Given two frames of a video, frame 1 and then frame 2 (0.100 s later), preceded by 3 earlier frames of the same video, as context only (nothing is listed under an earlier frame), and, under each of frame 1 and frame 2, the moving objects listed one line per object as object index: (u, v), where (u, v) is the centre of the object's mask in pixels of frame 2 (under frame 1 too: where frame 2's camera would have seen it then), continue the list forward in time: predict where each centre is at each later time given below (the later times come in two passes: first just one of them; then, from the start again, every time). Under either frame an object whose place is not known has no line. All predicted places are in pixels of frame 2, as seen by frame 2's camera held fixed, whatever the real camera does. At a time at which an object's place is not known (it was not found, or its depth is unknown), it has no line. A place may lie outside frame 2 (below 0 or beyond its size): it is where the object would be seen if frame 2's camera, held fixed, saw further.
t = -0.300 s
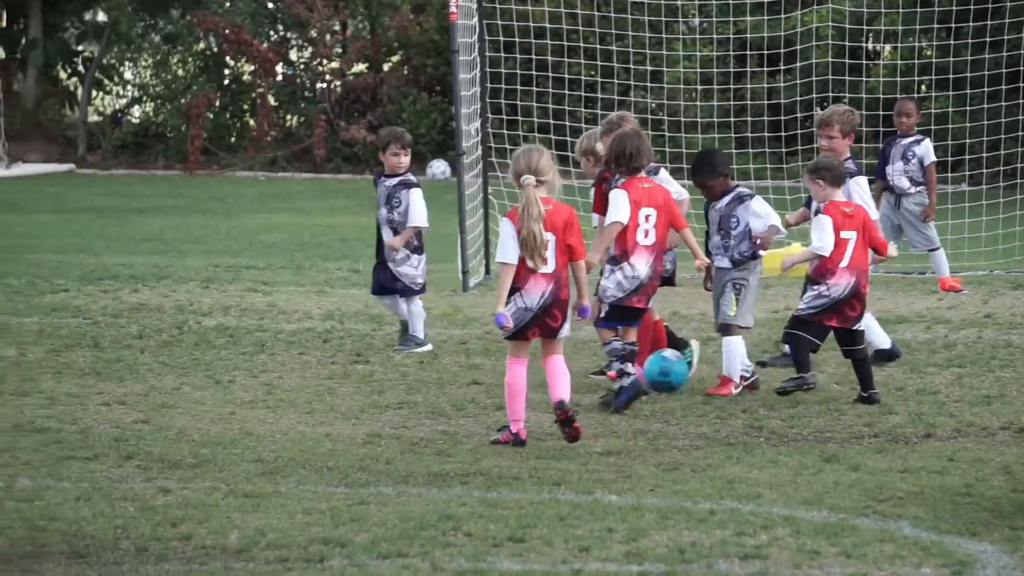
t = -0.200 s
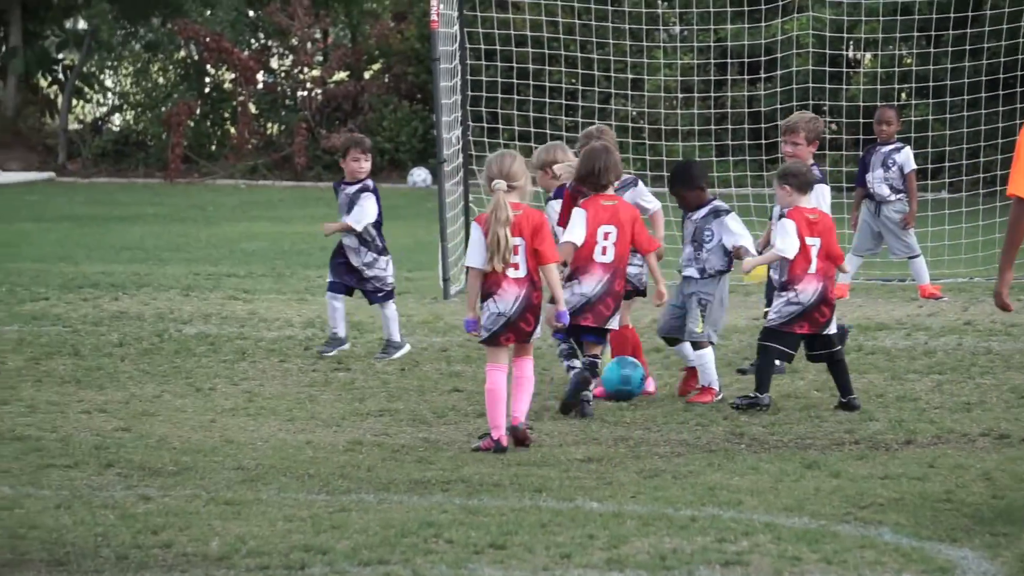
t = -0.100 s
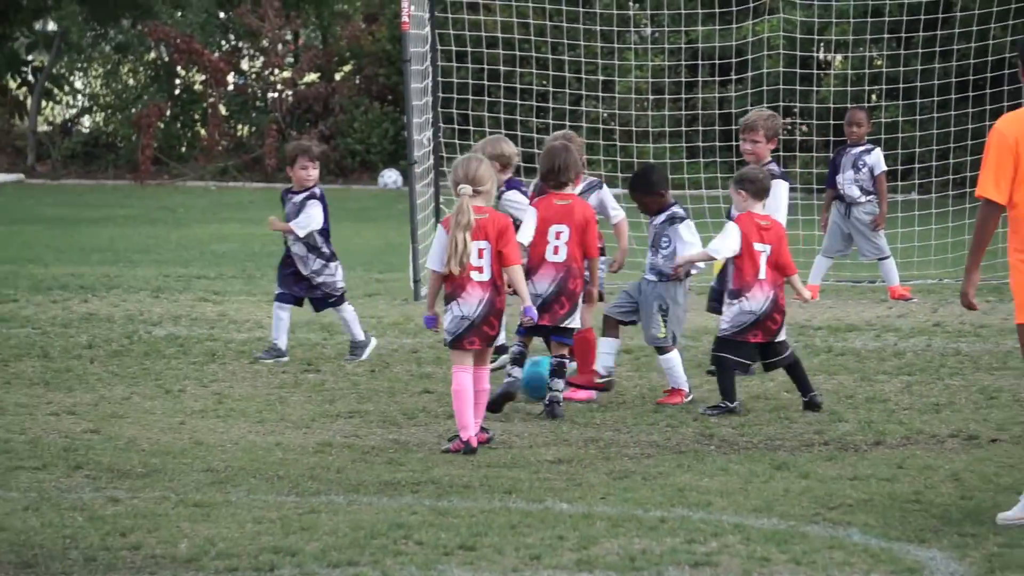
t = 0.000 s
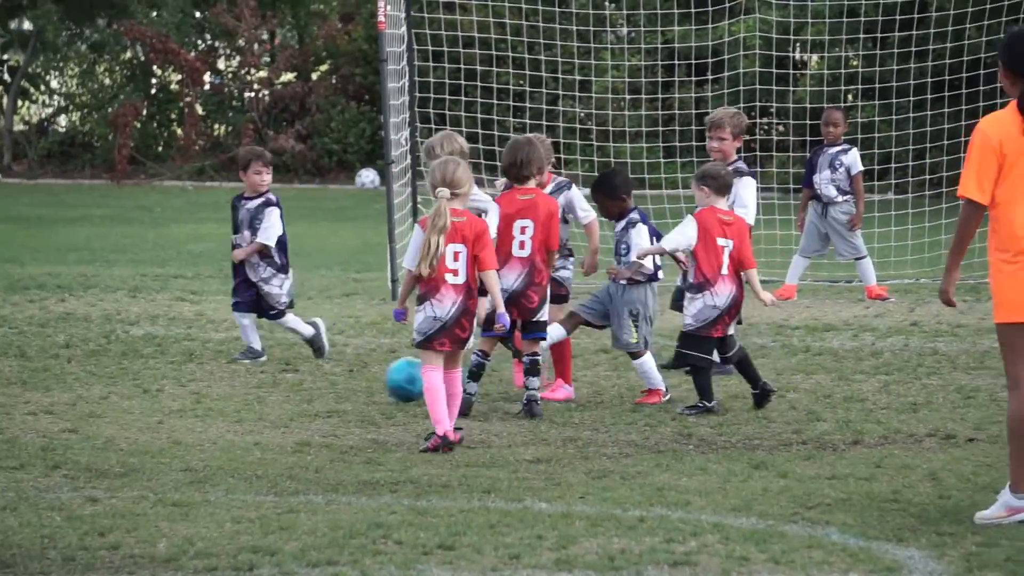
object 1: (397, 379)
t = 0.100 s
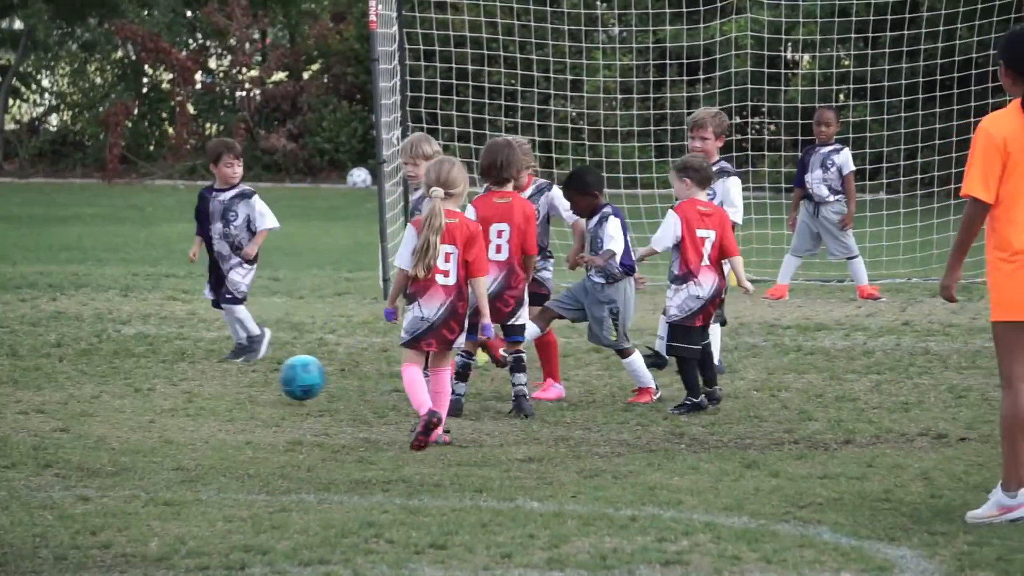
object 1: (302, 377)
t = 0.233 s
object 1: (183, 384)
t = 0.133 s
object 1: (272, 378)
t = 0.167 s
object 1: (241, 380)
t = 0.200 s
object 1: (211, 384)
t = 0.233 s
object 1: (183, 384)
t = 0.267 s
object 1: (159, 381)
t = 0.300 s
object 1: (134, 381)
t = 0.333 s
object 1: (108, 384)
